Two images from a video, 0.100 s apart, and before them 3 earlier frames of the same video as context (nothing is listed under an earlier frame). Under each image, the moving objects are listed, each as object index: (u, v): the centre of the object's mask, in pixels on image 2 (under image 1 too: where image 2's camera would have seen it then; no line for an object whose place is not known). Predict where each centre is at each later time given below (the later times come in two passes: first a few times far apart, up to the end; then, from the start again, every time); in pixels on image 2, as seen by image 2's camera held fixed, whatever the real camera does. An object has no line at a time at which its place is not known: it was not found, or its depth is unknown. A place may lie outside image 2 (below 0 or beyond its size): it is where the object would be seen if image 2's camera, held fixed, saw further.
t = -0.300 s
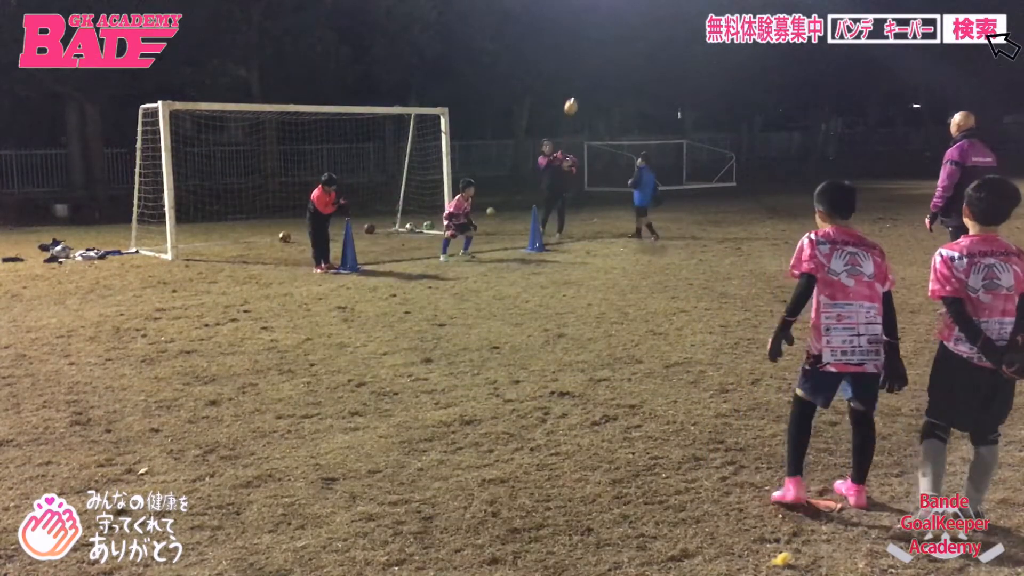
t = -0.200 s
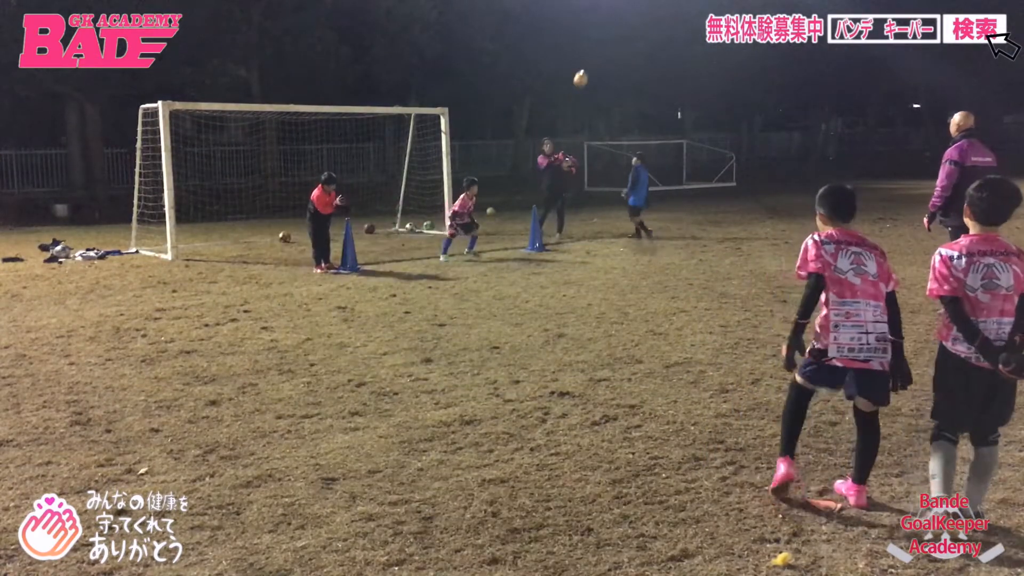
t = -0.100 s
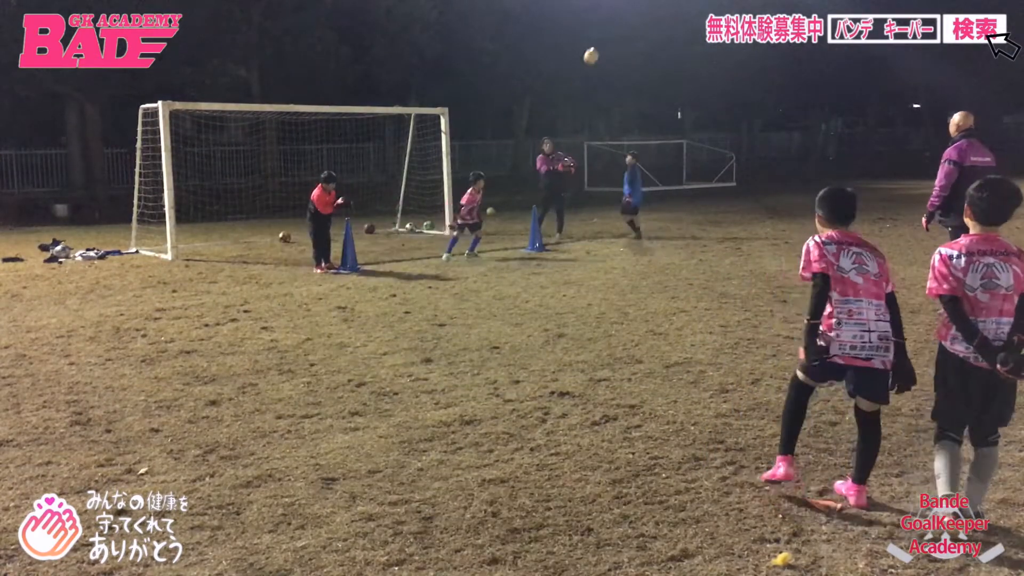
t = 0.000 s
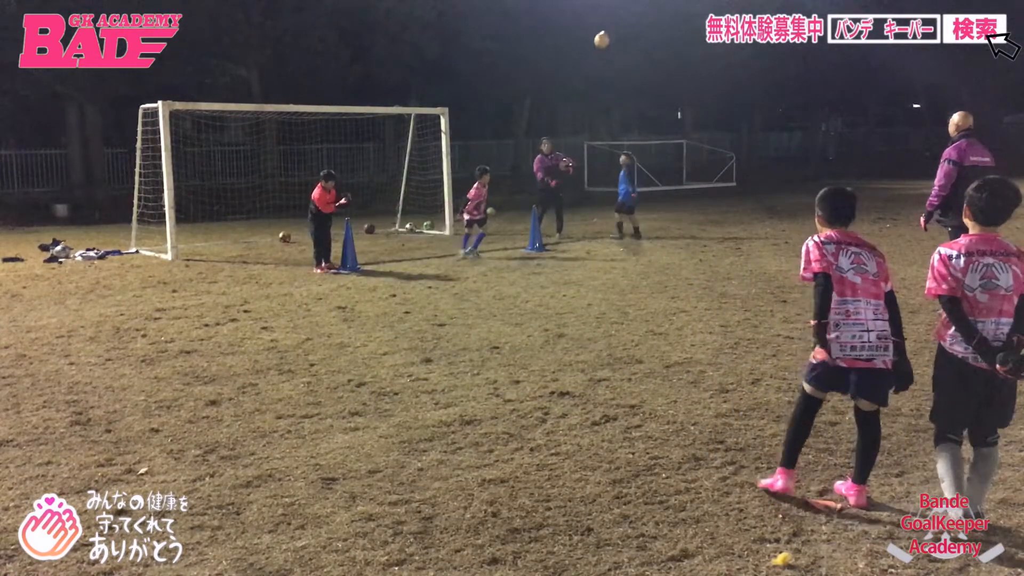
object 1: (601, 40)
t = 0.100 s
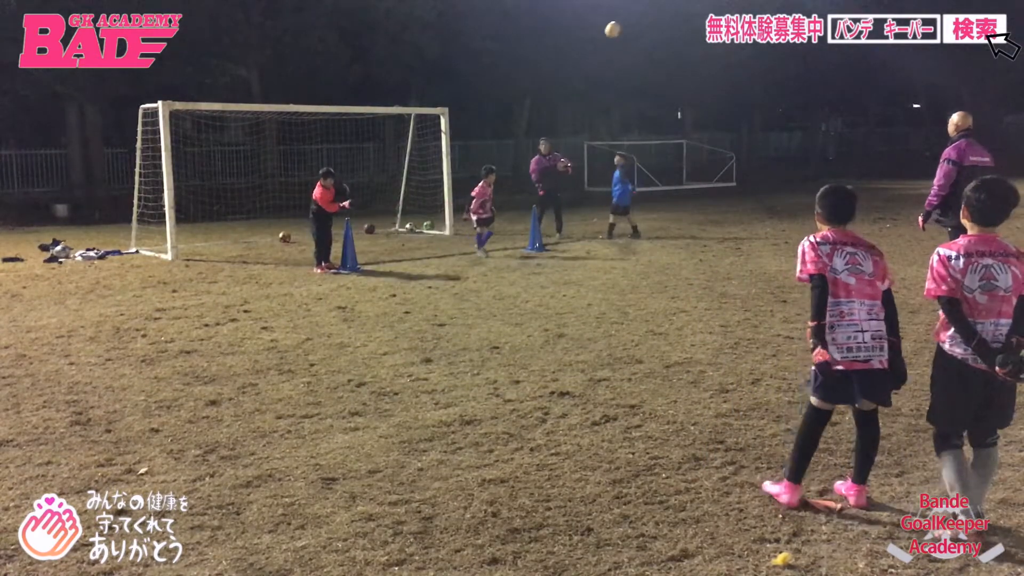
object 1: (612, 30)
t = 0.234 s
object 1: (627, 27)
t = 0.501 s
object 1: (660, 67)
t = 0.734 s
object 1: (690, 155)
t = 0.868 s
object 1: (706, 229)
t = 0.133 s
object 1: (616, 28)
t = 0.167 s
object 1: (620, 27)
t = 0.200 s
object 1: (623, 27)
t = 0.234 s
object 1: (627, 27)
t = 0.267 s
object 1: (631, 29)
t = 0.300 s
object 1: (635, 31)
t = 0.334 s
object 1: (639, 35)
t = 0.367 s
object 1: (643, 39)
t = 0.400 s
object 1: (647, 45)
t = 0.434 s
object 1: (651, 51)
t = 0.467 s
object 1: (655, 58)
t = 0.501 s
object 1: (660, 67)
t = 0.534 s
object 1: (664, 76)
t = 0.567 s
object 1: (668, 87)
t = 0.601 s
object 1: (672, 98)
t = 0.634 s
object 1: (677, 111)
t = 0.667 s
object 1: (681, 124)
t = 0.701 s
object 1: (685, 139)
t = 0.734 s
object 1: (690, 155)
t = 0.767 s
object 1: (695, 173)
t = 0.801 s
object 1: (699, 191)
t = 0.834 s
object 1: (703, 210)
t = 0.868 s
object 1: (706, 229)
